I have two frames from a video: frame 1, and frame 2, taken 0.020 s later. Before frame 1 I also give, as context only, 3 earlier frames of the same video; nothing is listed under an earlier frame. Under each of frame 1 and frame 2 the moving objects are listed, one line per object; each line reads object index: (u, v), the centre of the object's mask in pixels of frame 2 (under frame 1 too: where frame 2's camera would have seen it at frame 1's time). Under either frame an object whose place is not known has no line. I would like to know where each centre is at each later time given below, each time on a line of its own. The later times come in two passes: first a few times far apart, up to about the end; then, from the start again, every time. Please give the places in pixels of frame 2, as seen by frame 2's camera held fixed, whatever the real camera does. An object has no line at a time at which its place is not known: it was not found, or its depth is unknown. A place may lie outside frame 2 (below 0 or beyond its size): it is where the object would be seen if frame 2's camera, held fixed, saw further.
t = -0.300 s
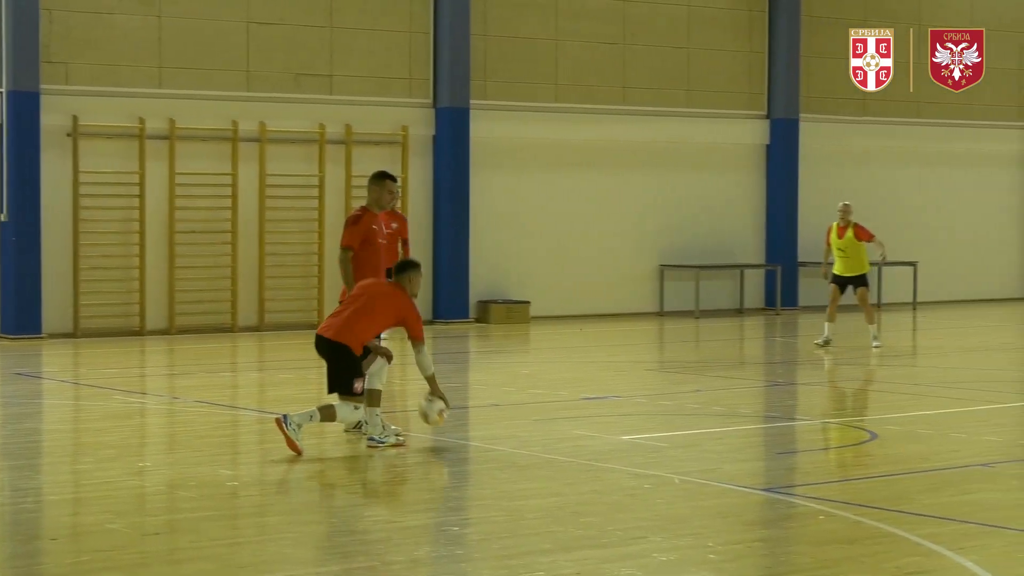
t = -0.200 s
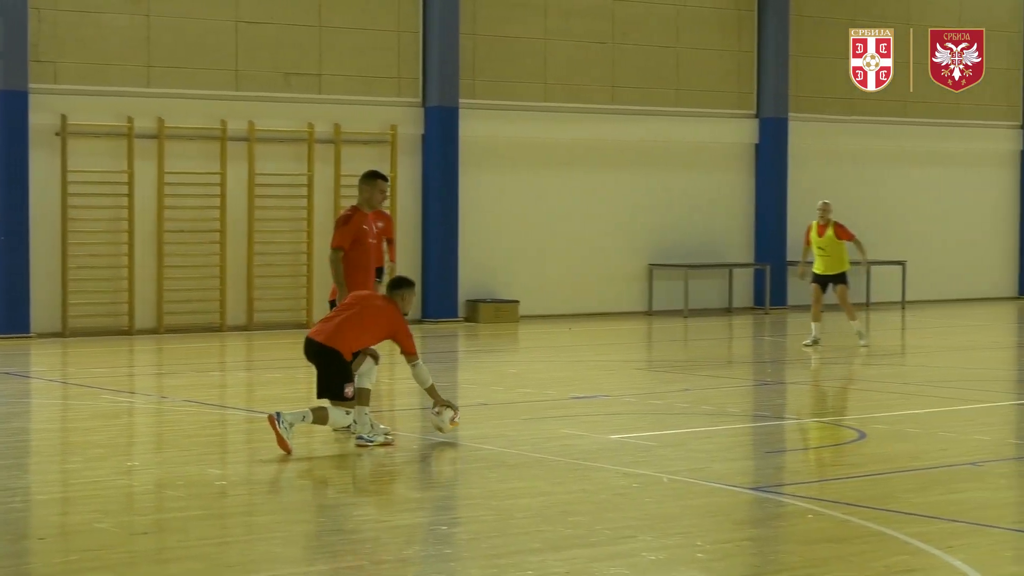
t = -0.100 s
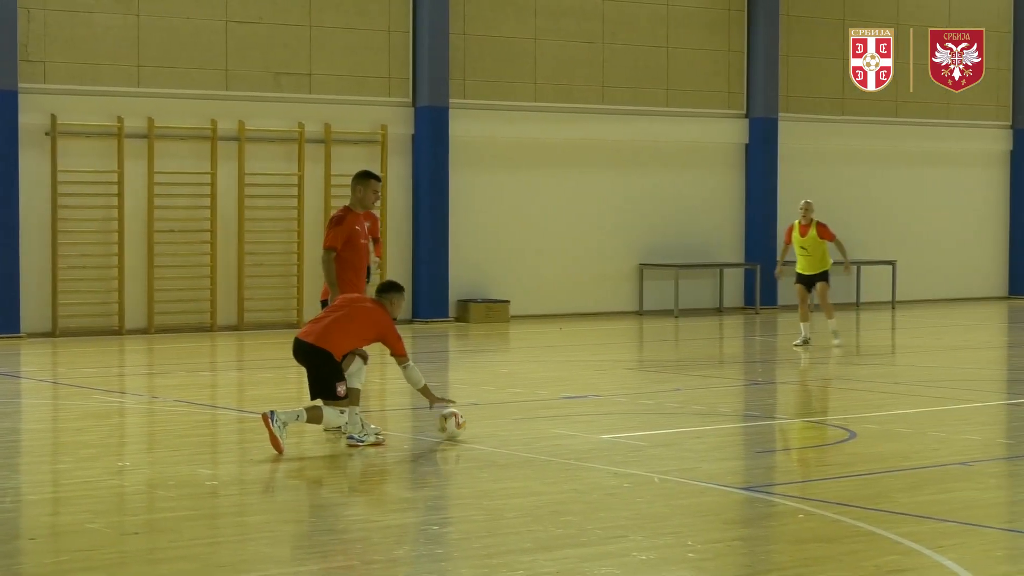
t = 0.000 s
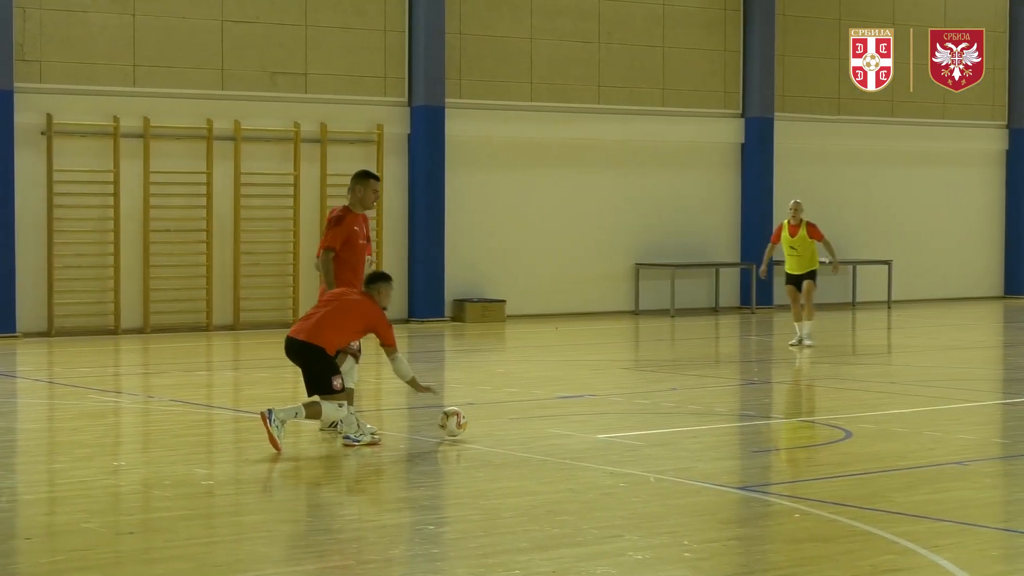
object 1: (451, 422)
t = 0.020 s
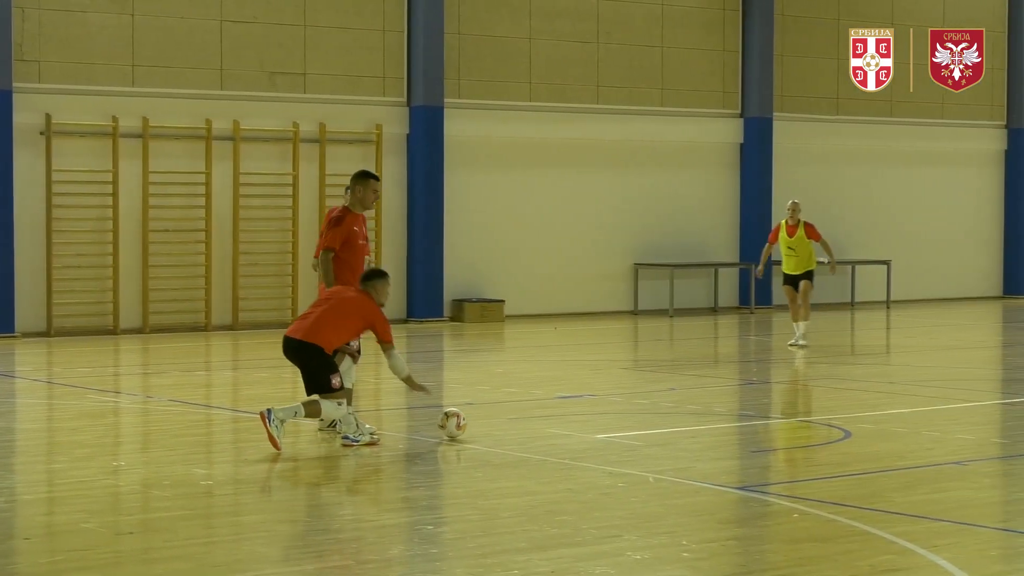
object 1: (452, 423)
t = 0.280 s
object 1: (462, 424)
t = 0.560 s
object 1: (472, 424)
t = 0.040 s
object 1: (453, 424)
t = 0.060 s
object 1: (454, 423)
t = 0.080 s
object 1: (455, 423)
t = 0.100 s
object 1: (456, 423)
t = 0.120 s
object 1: (456, 424)
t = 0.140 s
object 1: (457, 424)
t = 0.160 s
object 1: (458, 423)
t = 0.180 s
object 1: (458, 424)
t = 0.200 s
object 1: (459, 424)
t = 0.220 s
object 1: (460, 424)
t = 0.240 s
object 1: (460, 424)
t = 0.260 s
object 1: (461, 424)
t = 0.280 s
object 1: (462, 424)
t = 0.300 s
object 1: (463, 424)
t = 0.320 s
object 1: (464, 424)
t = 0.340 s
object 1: (464, 424)
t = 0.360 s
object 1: (465, 424)
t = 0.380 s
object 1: (466, 424)
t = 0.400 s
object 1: (466, 424)
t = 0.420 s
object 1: (467, 424)
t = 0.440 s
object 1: (468, 424)
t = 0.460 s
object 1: (469, 424)
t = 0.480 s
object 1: (469, 424)
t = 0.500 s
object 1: (470, 424)
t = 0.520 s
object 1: (471, 424)
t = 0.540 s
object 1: (471, 424)
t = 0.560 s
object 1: (472, 424)
